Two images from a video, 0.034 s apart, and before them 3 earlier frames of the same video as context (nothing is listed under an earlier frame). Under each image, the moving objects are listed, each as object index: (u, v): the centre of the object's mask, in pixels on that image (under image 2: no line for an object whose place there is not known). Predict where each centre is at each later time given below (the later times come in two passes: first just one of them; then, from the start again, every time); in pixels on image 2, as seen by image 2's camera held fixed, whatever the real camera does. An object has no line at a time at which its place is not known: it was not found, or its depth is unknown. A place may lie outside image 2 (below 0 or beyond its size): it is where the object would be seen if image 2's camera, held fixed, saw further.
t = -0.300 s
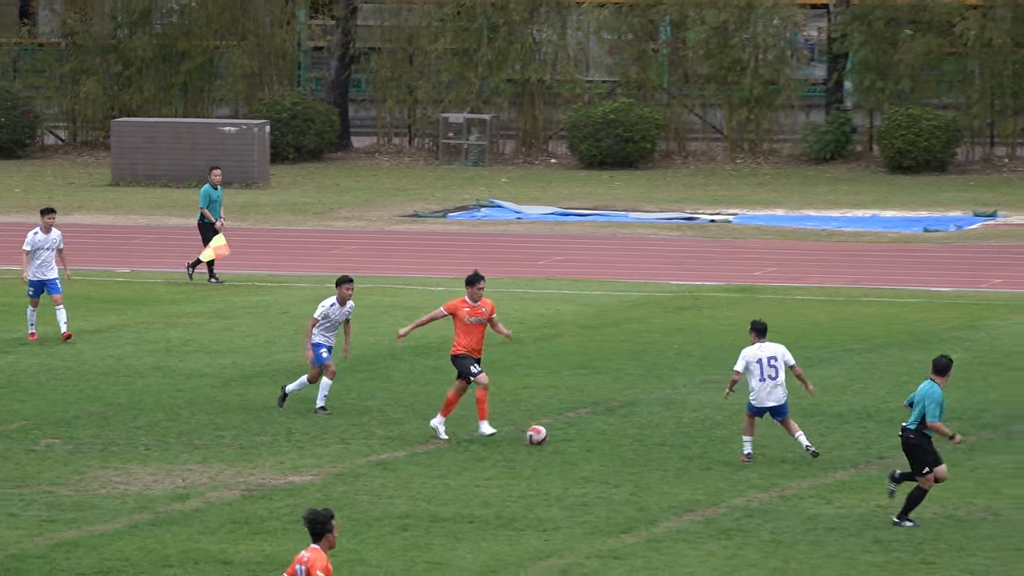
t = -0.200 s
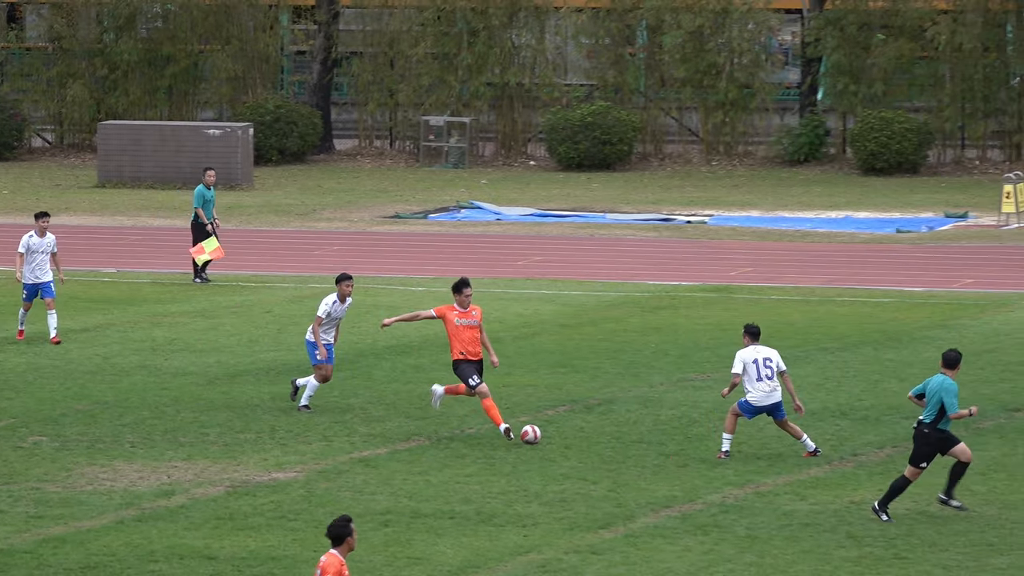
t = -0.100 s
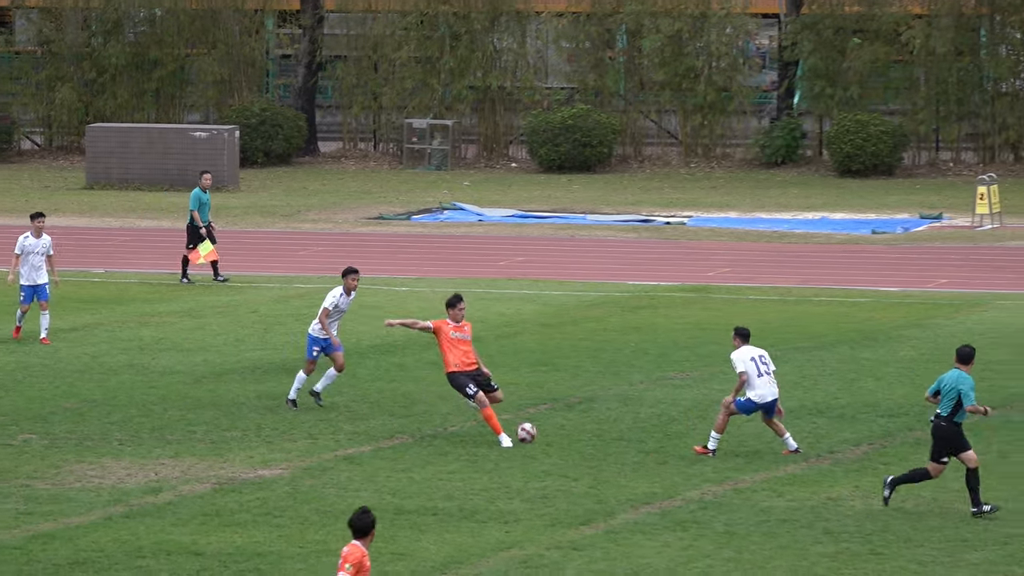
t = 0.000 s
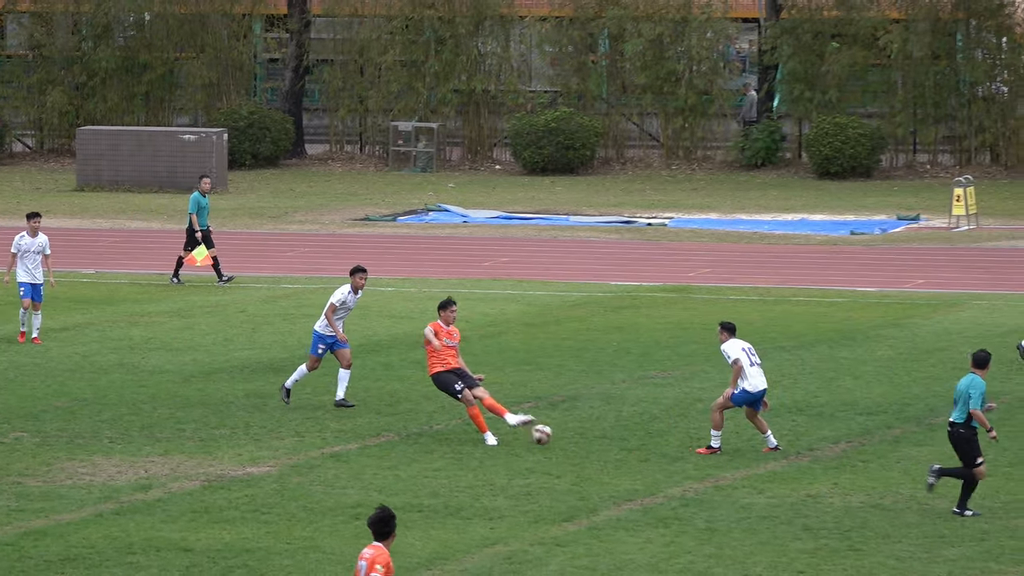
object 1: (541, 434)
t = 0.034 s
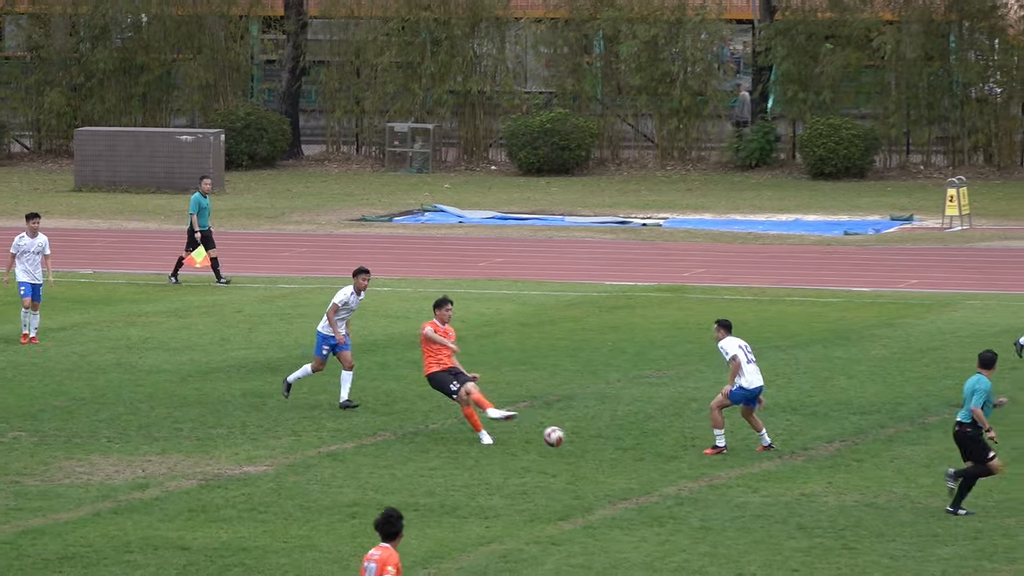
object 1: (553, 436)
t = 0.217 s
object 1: (639, 479)
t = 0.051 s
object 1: (561, 438)
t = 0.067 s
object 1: (570, 440)
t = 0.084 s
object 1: (577, 442)
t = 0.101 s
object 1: (585, 446)
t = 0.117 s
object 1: (593, 450)
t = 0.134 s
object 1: (601, 454)
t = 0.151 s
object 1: (609, 458)
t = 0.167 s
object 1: (616, 463)
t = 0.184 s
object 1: (624, 469)
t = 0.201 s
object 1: (632, 474)
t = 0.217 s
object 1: (639, 479)
